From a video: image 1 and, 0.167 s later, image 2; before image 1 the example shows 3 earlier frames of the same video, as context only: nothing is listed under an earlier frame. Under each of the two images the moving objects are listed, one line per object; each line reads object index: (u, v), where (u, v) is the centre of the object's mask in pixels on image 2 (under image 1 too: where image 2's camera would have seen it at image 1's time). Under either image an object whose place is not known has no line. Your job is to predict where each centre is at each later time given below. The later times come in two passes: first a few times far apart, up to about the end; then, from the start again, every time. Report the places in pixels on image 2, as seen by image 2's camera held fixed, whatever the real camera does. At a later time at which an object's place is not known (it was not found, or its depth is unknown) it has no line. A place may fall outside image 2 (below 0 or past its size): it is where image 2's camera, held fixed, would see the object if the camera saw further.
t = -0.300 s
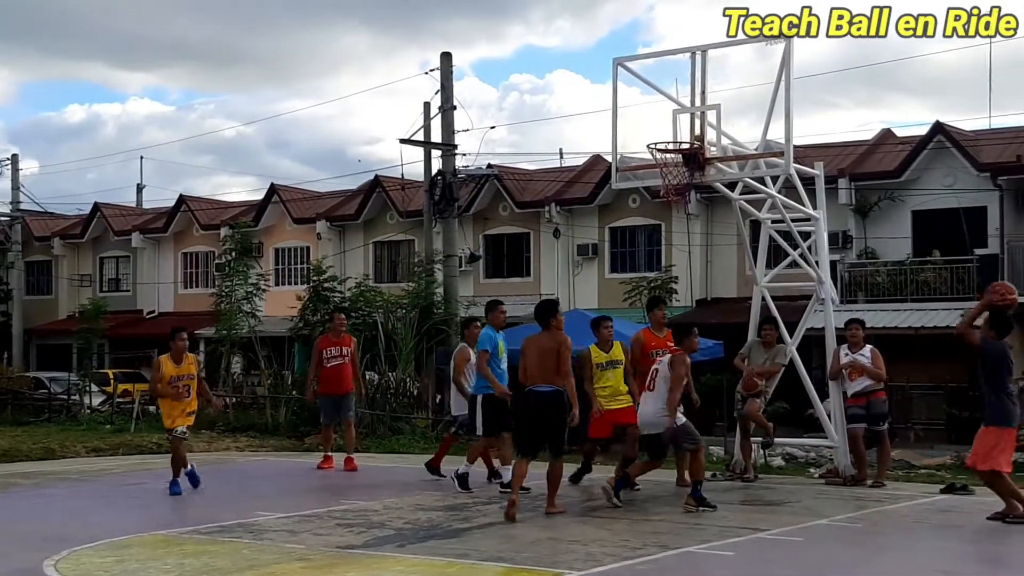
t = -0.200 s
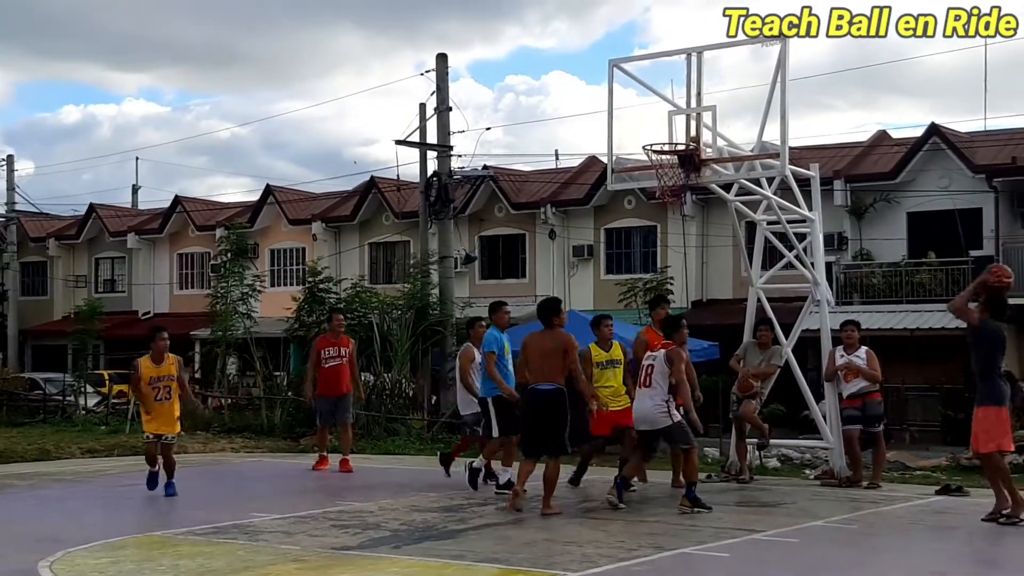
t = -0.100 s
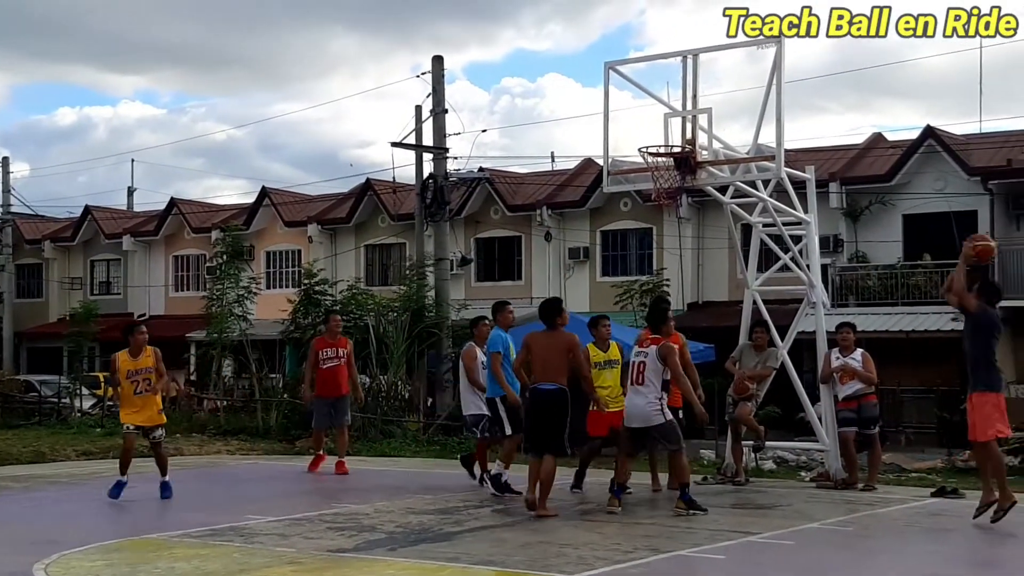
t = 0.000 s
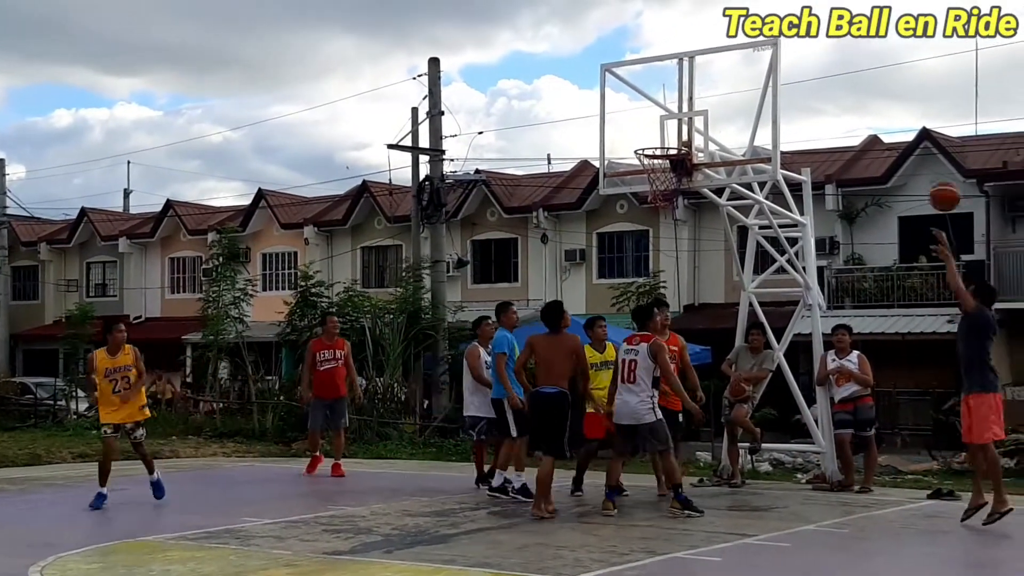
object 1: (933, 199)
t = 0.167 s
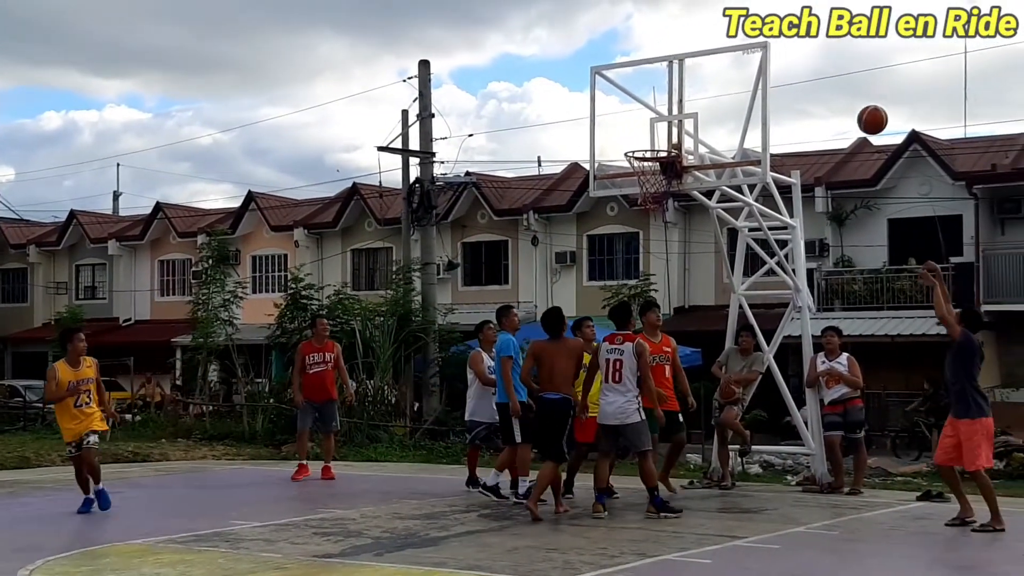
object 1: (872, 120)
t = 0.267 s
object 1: (837, 91)
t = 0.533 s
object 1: (752, 75)
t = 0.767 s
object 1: (685, 128)
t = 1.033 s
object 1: (660, 128)
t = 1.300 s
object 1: (645, 142)
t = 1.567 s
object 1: (662, 174)
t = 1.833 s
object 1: (670, 207)
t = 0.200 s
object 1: (860, 108)
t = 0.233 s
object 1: (849, 99)
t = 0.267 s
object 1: (837, 91)
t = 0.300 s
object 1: (826, 84)
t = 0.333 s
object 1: (815, 79)
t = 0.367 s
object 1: (804, 75)
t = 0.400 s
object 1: (793, 72)
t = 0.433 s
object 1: (783, 71)
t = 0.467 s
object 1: (773, 71)
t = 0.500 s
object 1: (762, 73)
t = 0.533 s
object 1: (752, 75)
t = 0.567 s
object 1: (742, 79)
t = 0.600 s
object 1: (732, 84)
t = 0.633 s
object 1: (723, 91)
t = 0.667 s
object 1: (713, 98)
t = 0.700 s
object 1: (704, 107)
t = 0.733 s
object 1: (694, 117)
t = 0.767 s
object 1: (685, 128)
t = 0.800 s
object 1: (676, 140)
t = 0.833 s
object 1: (674, 135)
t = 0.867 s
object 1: (671, 131)
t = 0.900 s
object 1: (669, 128)
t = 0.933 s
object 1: (667, 127)
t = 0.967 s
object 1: (665, 126)
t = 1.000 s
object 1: (662, 126)
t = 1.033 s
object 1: (660, 128)
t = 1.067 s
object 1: (658, 131)
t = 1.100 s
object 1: (656, 135)
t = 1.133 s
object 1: (654, 140)
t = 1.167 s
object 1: (652, 147)
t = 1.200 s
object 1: (650, 145)
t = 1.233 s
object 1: (648, 142)
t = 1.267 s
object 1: (647, 142)
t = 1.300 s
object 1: (645, 142)
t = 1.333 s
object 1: (643, 145)
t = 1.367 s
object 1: (641, 148)
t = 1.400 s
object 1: (641, 150)
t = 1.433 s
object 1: (646, 153)
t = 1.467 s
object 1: (649, 156)
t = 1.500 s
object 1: (654, 162)
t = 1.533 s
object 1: (659, 167)
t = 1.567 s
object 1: (662, 174)
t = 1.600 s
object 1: (665, 183)
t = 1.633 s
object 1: (667, 183)
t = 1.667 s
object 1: (668, 185)
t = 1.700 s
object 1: (669, 188)
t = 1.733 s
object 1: (670, 191)
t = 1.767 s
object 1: (671, 195)
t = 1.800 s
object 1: (670, 200)
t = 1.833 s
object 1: (670, 207)
